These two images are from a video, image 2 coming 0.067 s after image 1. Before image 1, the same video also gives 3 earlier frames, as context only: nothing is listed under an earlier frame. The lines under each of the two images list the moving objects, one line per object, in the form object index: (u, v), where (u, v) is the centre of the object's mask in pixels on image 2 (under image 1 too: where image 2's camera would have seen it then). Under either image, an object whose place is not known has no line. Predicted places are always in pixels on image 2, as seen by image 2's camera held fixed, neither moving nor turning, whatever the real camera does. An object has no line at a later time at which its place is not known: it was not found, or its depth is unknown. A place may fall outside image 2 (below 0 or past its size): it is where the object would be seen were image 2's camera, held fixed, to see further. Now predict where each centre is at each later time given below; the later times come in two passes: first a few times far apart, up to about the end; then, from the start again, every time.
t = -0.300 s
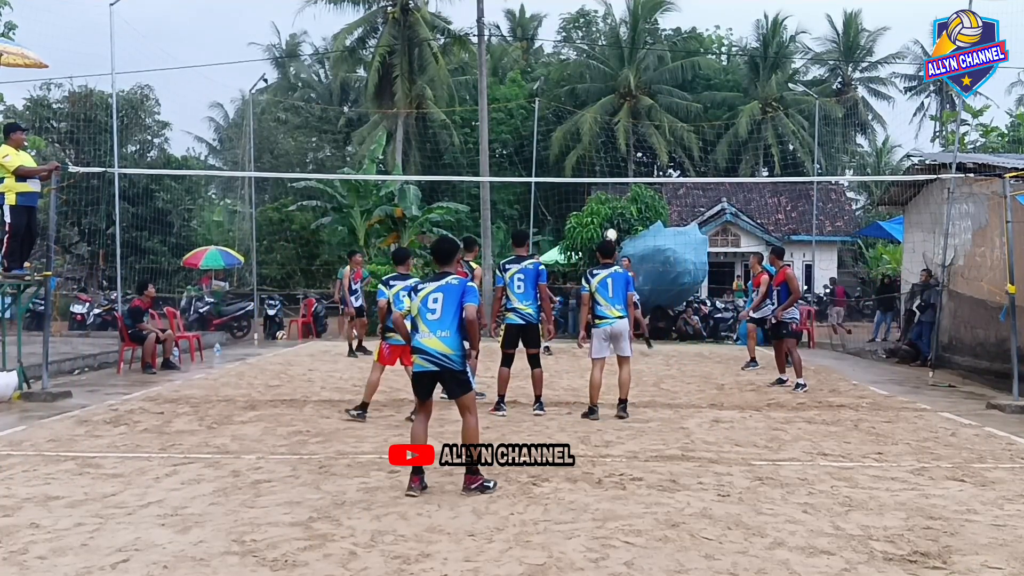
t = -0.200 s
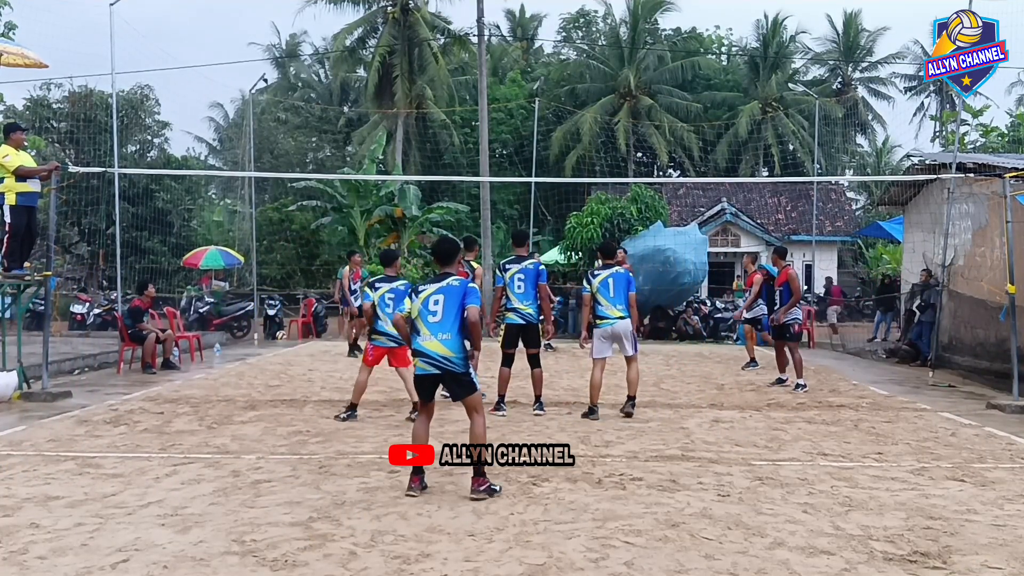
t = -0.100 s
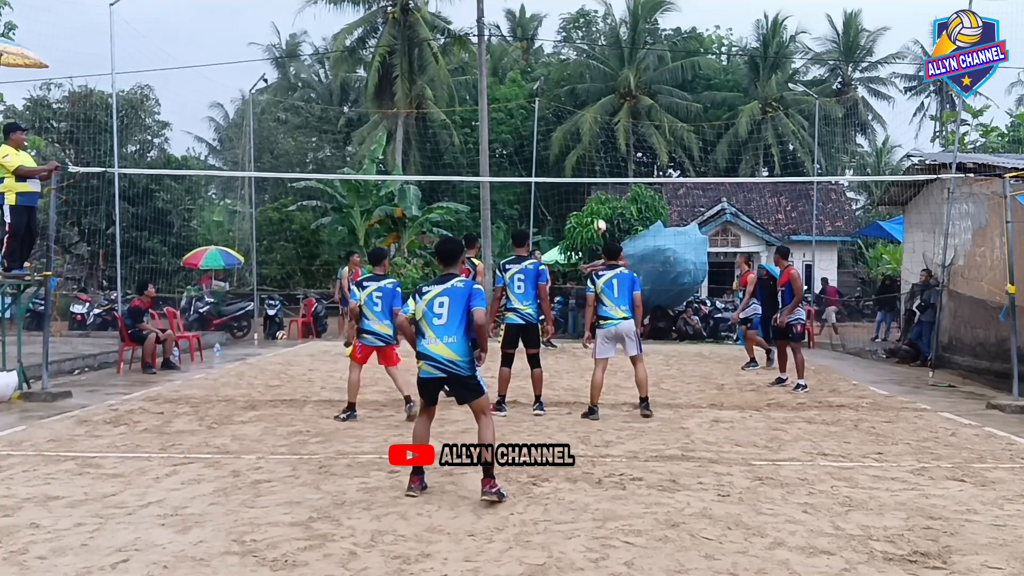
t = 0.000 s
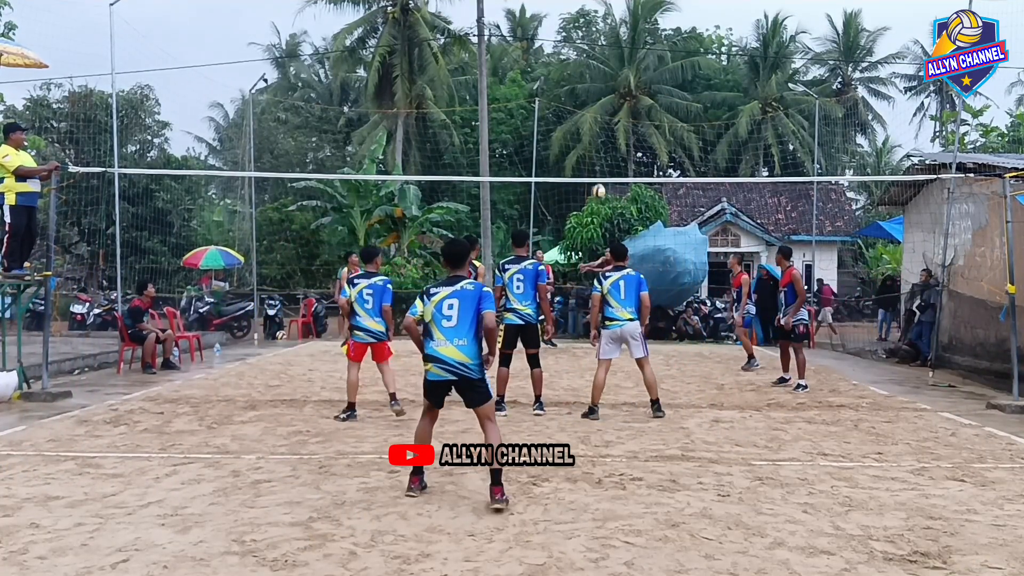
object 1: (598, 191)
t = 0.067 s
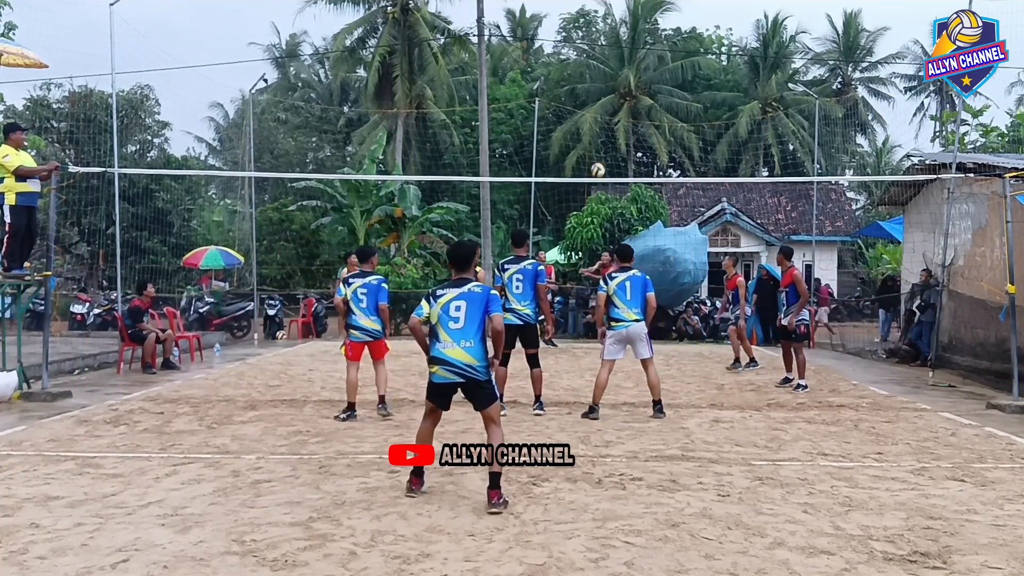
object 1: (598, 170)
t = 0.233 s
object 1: (596, 126)
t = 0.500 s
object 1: (592, 92)
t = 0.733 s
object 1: (588, 101)
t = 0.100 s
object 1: (598, 161)
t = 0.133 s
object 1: (597, 151)
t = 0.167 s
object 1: (597, 143)
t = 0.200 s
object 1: (597, 134)
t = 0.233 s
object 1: (596, 126)
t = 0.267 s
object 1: (596, 120)
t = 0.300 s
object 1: (596, 114)
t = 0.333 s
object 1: (595, 109)
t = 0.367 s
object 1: (594, 104)
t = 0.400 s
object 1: (594, 100)
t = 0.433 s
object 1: (593, 97)
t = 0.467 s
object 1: (593, 94)
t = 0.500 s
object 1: (592, 92)
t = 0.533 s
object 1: (592, 91)
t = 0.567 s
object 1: (591, 91)
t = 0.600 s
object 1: (590, 91)
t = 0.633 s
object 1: (589, 93)
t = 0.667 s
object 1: (588, 94)
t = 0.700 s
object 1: (588, 98)
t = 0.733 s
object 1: (588, 101)
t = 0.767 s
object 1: (587, 107)
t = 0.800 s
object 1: (586, 113)
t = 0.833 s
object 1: (585, 120)
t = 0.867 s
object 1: (584, 128)
